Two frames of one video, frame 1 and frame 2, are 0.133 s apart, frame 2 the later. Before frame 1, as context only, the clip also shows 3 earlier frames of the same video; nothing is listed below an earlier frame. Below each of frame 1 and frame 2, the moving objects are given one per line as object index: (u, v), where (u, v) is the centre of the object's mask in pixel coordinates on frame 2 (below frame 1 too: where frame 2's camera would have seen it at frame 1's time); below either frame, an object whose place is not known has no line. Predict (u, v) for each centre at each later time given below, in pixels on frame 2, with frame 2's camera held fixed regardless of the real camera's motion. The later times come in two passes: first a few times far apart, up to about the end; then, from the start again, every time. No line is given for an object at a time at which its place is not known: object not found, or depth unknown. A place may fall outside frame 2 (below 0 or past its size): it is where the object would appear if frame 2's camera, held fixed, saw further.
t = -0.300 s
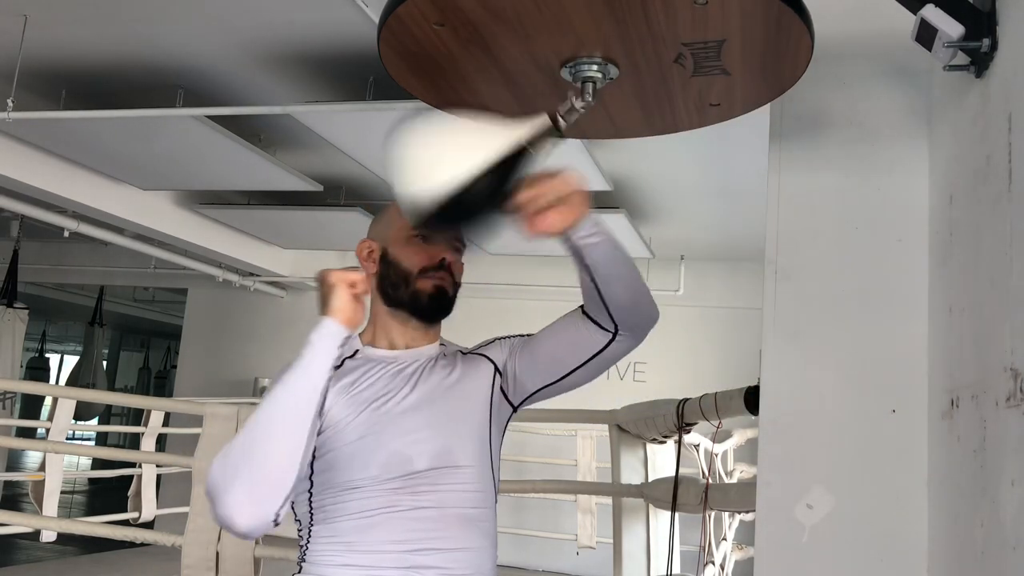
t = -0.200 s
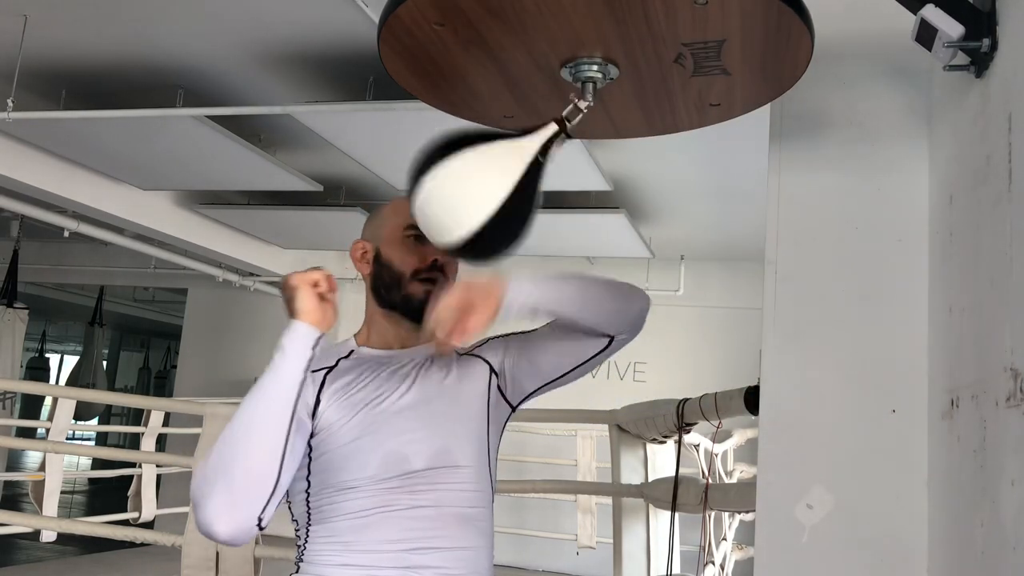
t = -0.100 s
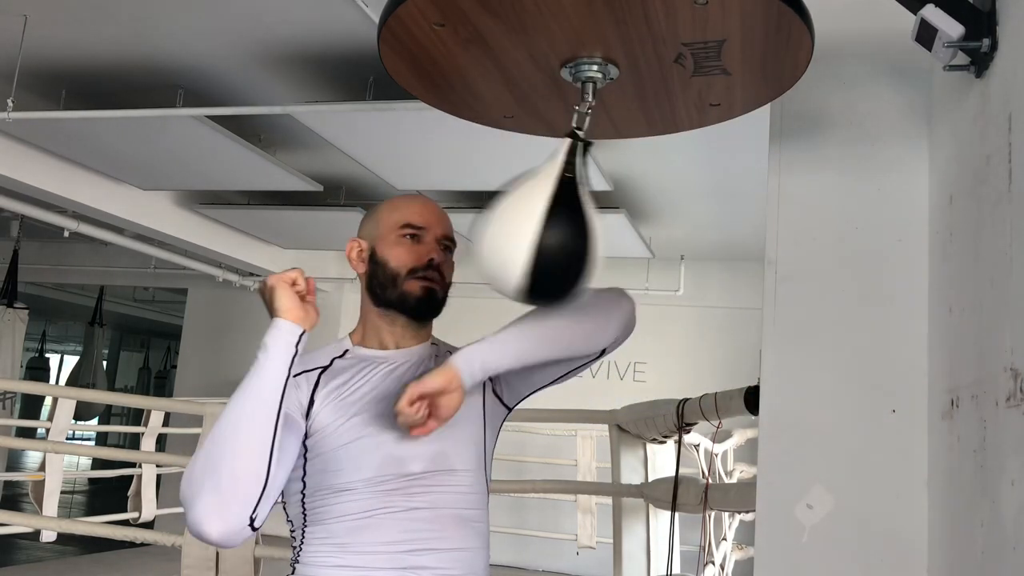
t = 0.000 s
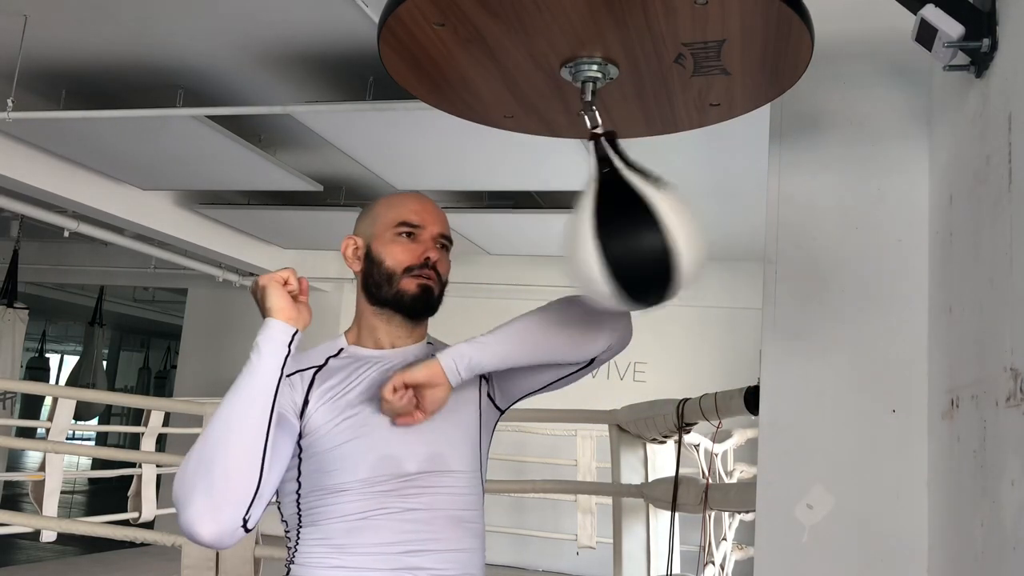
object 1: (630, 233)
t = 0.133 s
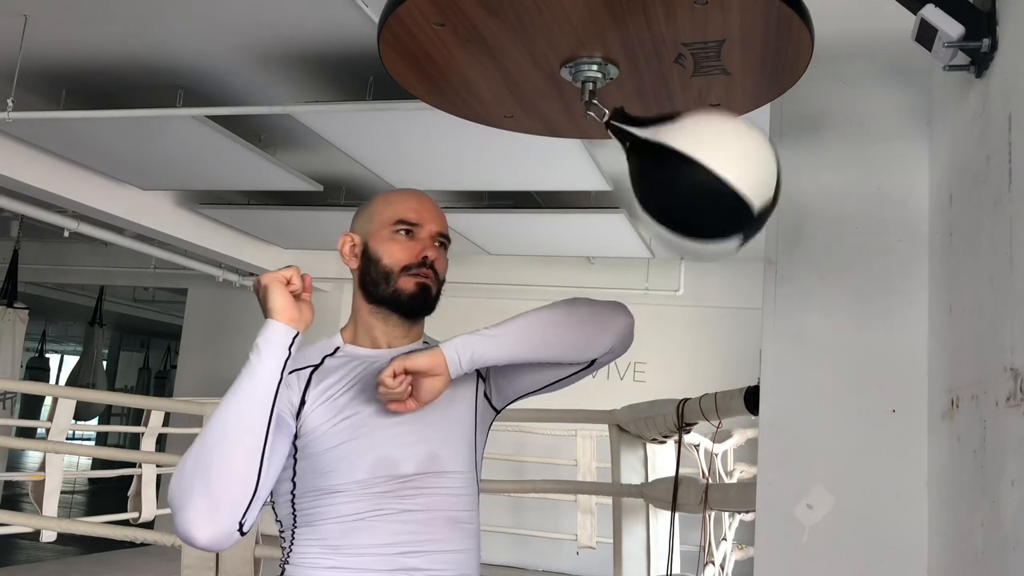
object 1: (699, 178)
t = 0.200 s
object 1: (701, 158)
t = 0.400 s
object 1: (601, 205)
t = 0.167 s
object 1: (702, 166)
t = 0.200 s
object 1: (701, 158)
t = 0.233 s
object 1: (695, 154)
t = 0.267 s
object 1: (686, 156)
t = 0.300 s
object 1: (673, 164)
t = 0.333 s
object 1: (653, 175)
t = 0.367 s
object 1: (629, 190)
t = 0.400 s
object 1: (601, 205)
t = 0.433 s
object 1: (575, 215)
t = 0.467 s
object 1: (549, 222)
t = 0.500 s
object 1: (531, 224)
